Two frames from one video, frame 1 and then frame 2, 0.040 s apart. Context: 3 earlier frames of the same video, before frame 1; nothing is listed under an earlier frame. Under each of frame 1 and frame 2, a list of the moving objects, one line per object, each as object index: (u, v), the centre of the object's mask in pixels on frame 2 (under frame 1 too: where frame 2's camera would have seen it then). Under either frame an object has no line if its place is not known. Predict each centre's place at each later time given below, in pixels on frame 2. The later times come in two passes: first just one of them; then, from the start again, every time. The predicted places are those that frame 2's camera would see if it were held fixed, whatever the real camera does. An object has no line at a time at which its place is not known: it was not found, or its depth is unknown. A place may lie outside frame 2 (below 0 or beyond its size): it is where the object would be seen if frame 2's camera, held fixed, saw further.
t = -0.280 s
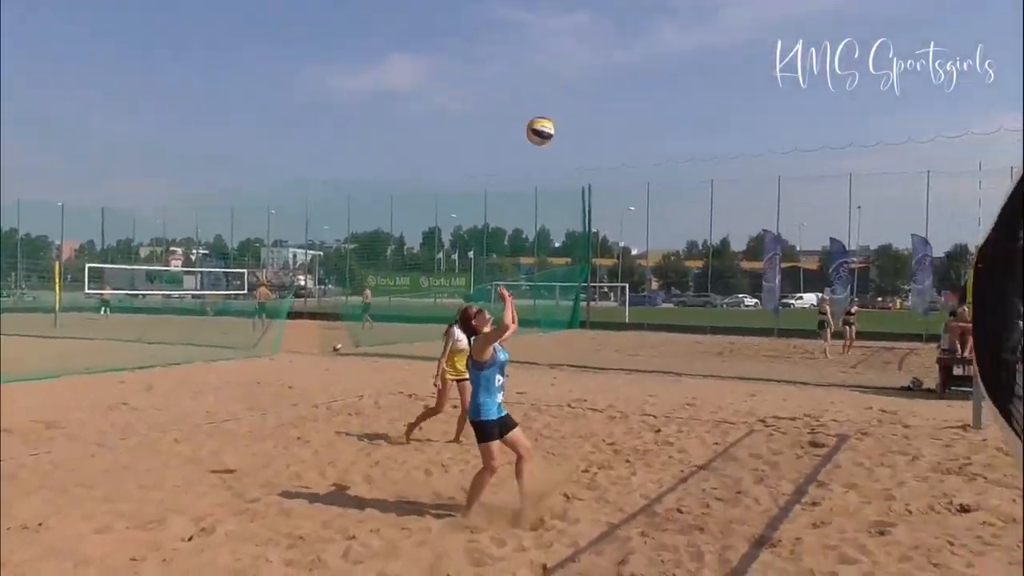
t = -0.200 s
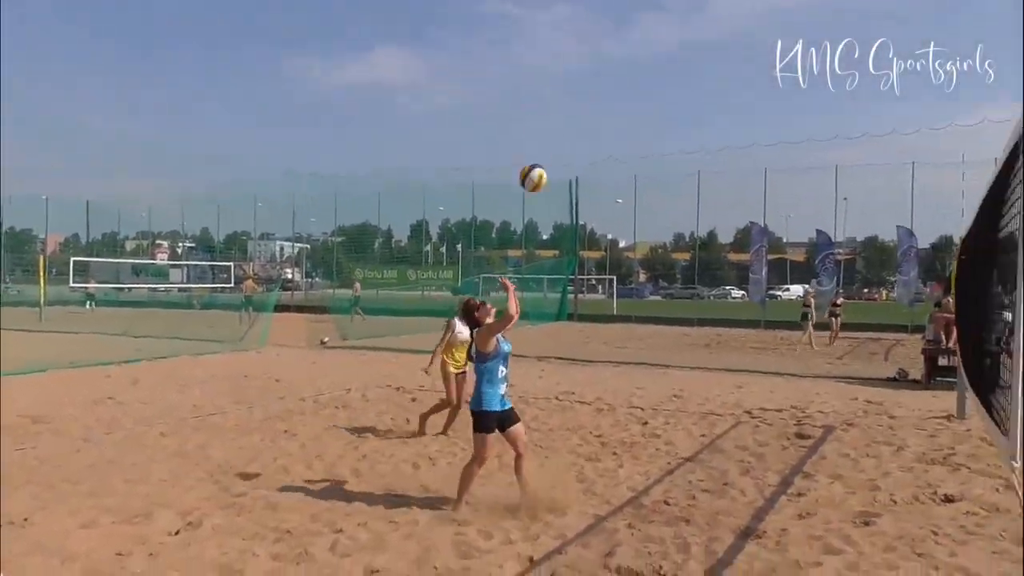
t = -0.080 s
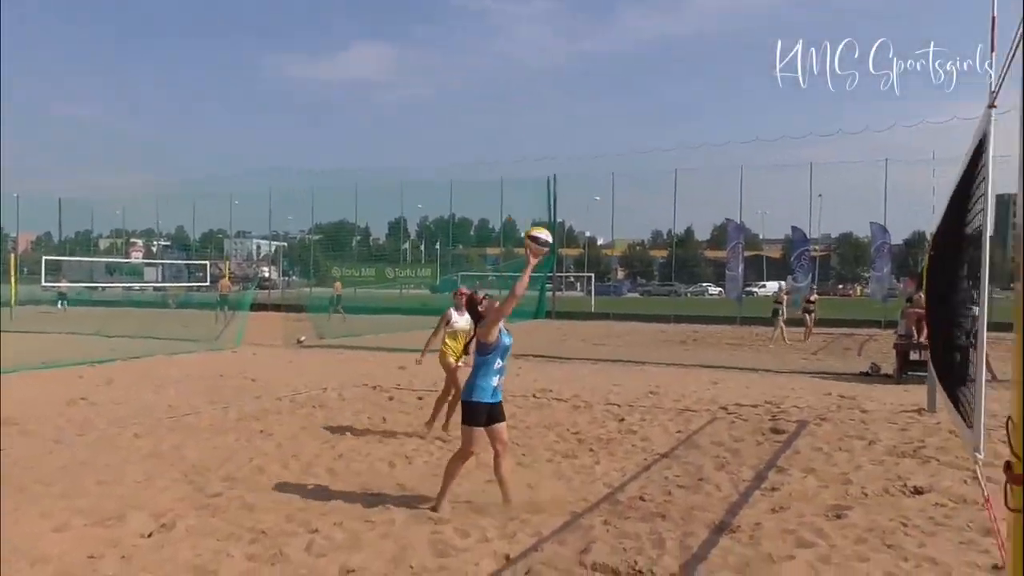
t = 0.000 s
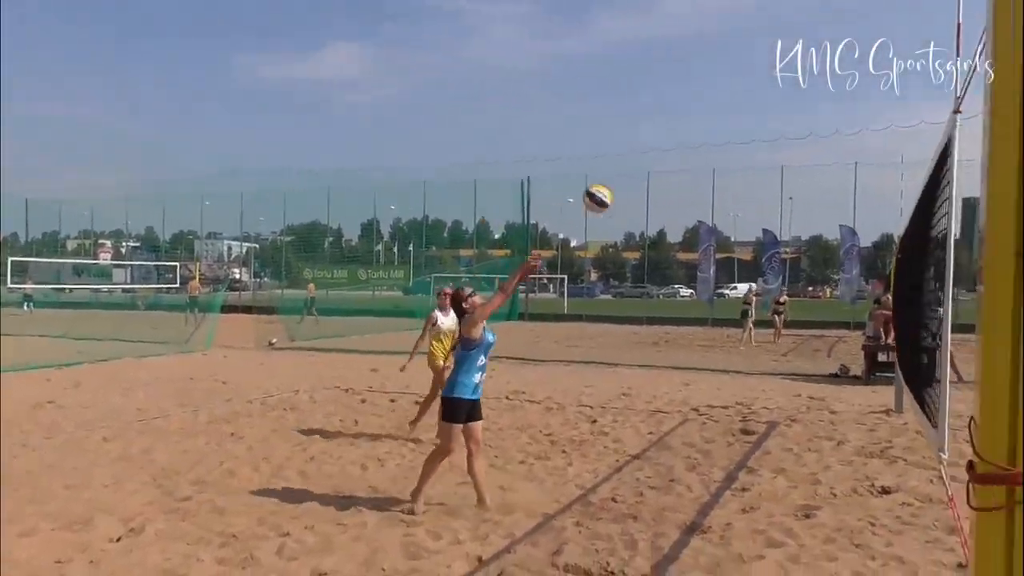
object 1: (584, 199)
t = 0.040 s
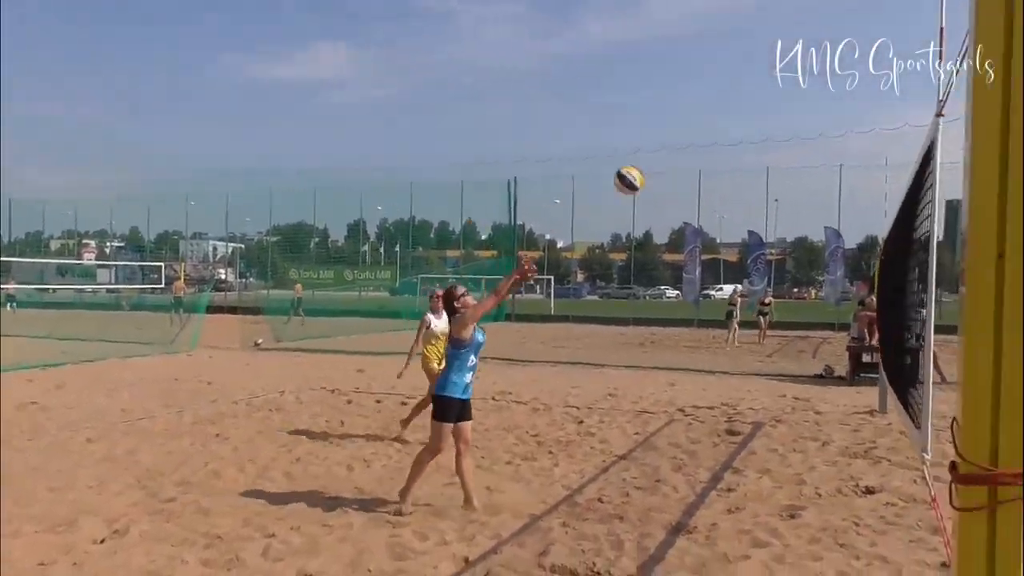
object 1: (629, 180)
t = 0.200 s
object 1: (821, 125)
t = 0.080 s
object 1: (674, 162)
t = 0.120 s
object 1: (720, 147)
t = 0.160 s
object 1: (767, 134)
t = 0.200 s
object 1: (821, 125)
